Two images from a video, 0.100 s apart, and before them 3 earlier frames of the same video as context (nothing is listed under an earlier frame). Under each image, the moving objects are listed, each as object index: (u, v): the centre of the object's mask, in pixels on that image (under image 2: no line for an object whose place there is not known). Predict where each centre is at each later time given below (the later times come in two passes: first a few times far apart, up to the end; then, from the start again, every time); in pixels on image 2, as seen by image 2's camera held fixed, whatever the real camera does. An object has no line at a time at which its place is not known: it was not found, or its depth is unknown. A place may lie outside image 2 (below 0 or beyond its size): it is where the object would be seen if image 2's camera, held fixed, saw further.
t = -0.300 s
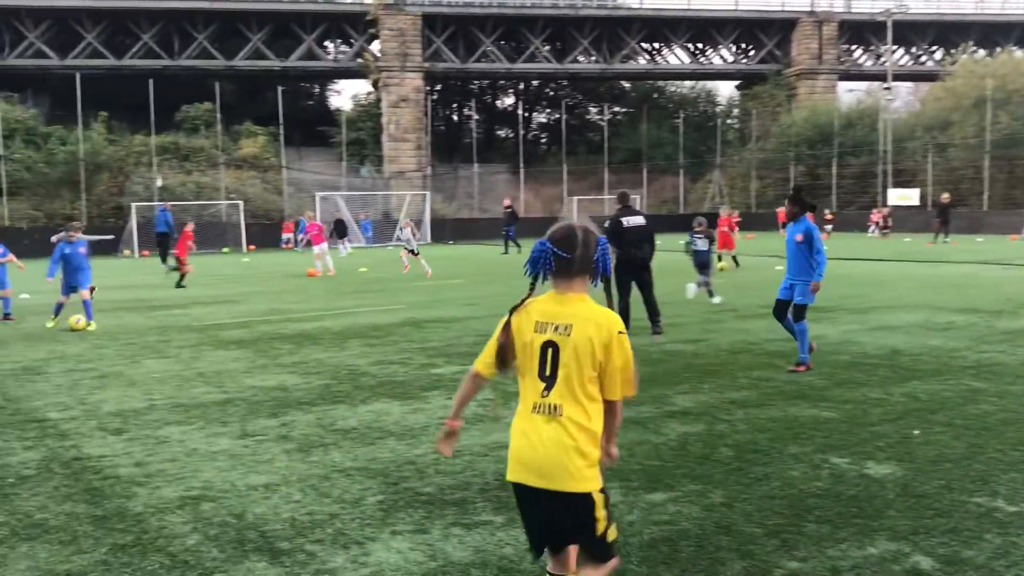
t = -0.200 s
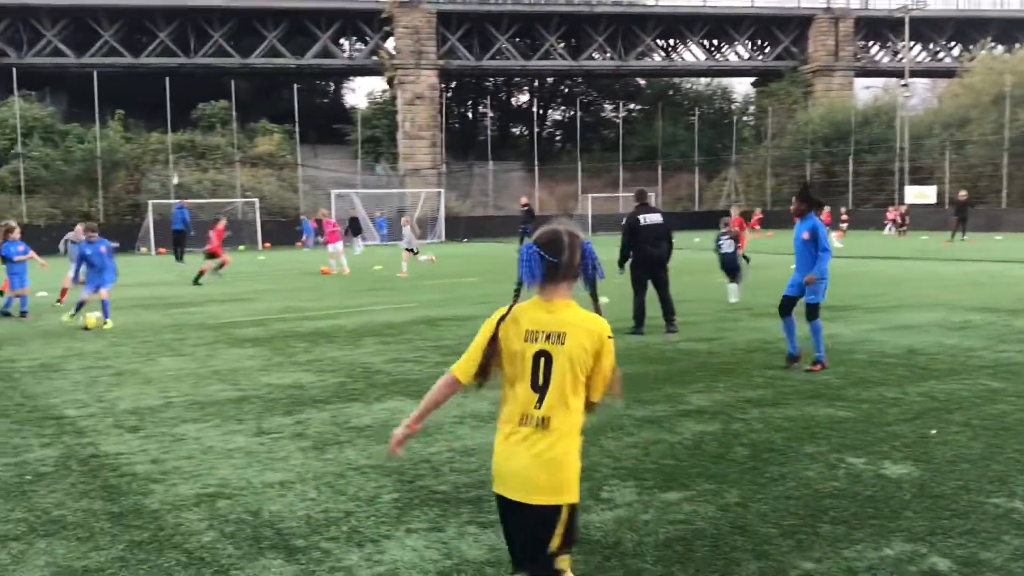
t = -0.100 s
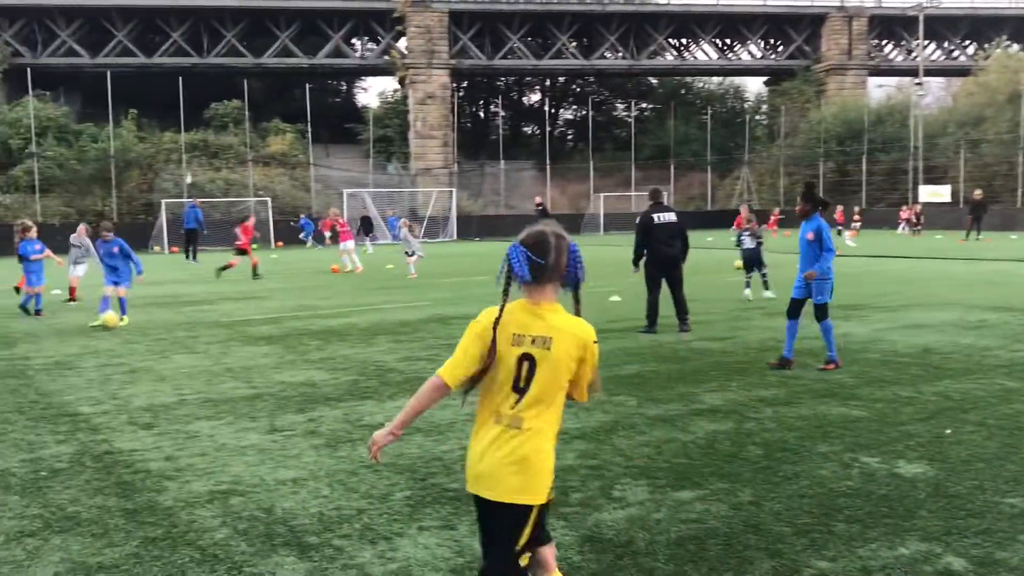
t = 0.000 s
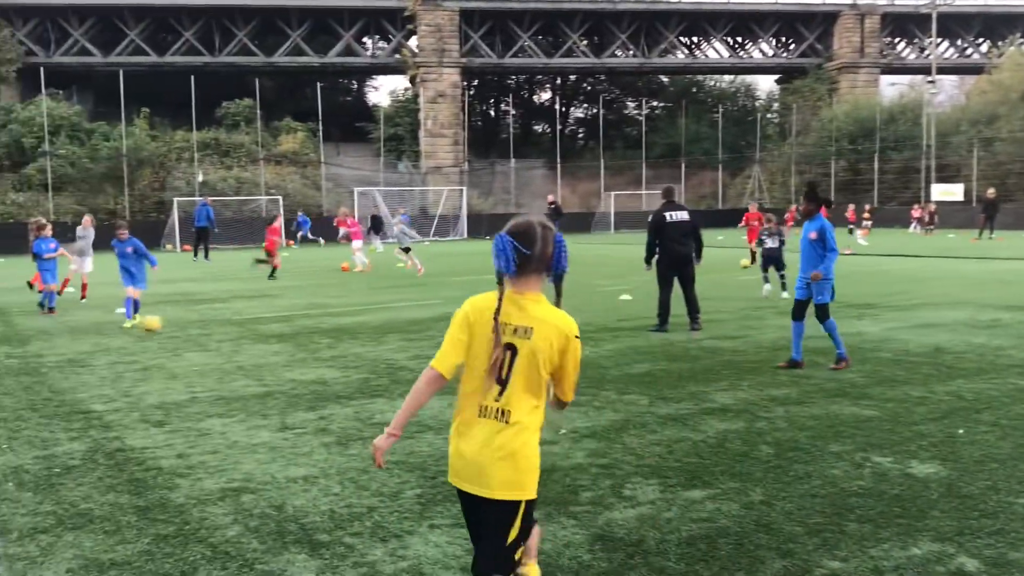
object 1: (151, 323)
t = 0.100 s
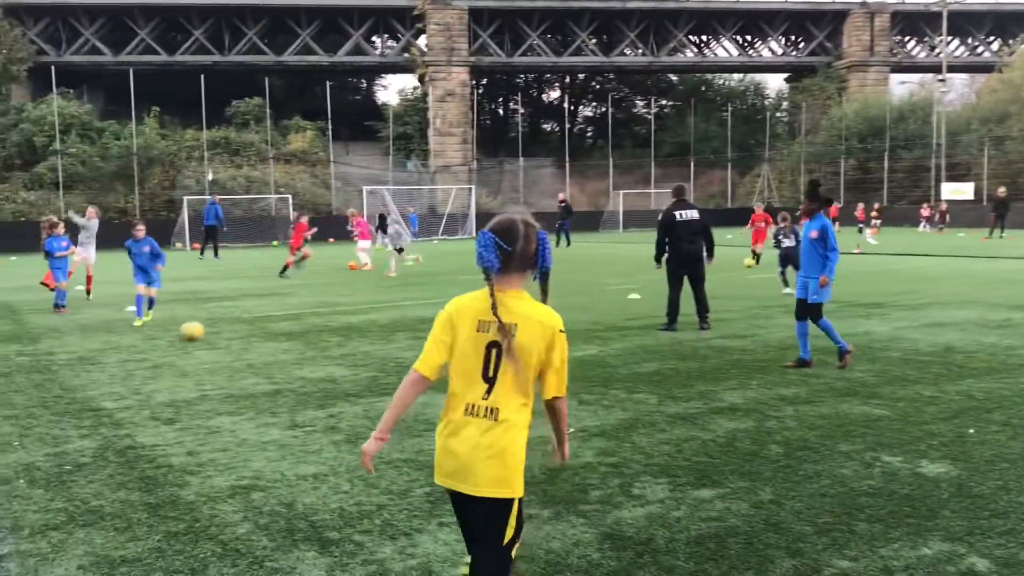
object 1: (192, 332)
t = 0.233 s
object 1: (234, 340)
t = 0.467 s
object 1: (305, 356)
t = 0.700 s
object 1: (375, 379)
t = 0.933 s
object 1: (461, 397)
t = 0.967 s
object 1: (475, 400)
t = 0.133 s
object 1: (202, 332)
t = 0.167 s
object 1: (212, 333)
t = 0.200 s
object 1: (223, 335)
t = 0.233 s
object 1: (234, 340)
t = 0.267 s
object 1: (243, 344)
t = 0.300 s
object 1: (253, 345)
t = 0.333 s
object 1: (263, 346)
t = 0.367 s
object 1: (274, 350)
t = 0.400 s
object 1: (285, 354)
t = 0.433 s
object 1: (294, 356)
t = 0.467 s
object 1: (305, 356)
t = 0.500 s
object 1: (314, 358)
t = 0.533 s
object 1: (324, 363)
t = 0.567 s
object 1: (335, 368)
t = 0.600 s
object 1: (344, 370)
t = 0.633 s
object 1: (354, 372)
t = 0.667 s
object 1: (365, 375)
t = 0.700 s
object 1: (375, 379)
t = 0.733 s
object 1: (387, 382)
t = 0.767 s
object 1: (398, 382)
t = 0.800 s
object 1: (410, 385)
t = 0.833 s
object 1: (422, 389)
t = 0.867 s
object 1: (434, 395)
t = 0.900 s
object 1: (448, 396)
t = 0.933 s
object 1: (461, 397)
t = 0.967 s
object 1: (475, 400)
